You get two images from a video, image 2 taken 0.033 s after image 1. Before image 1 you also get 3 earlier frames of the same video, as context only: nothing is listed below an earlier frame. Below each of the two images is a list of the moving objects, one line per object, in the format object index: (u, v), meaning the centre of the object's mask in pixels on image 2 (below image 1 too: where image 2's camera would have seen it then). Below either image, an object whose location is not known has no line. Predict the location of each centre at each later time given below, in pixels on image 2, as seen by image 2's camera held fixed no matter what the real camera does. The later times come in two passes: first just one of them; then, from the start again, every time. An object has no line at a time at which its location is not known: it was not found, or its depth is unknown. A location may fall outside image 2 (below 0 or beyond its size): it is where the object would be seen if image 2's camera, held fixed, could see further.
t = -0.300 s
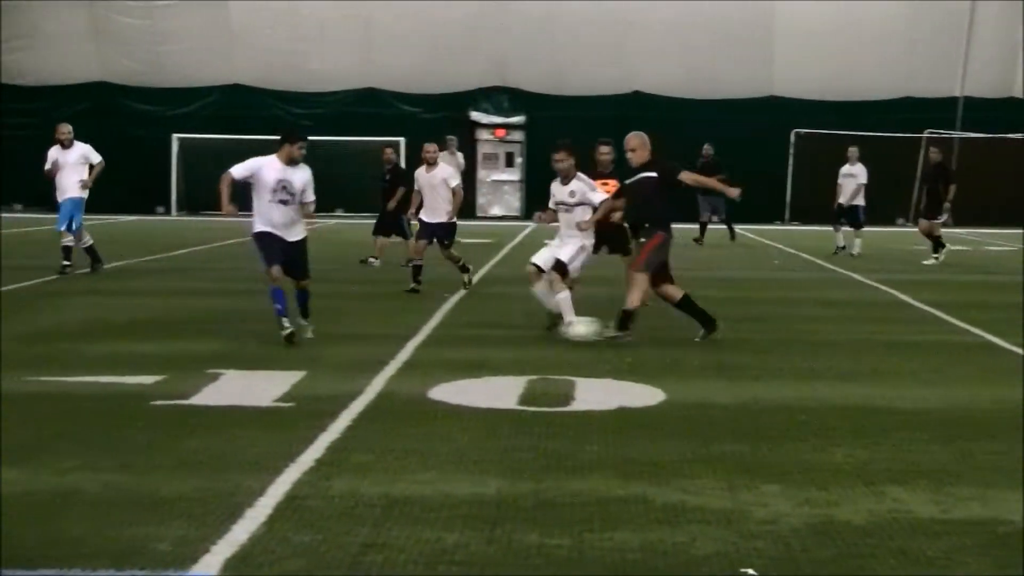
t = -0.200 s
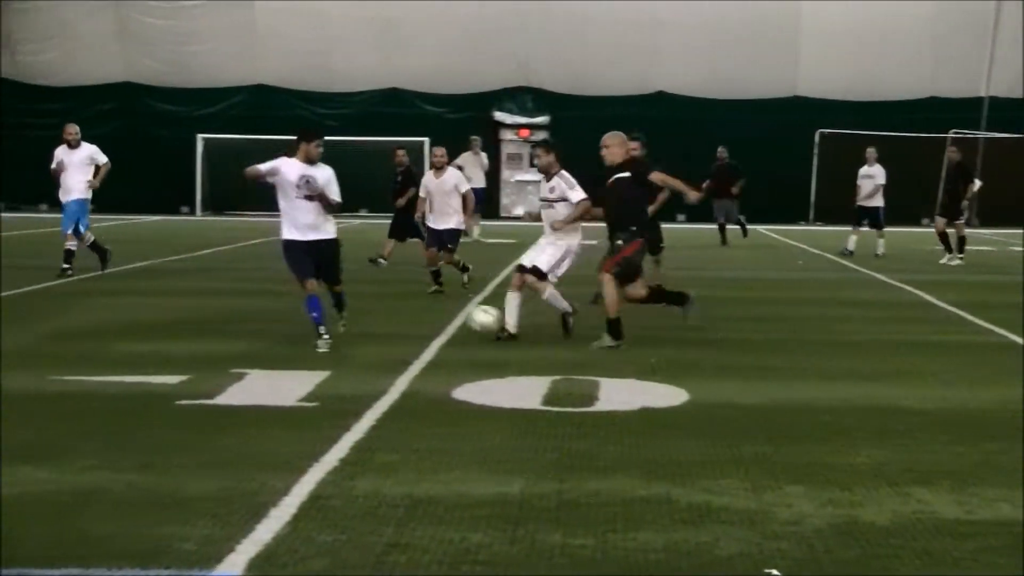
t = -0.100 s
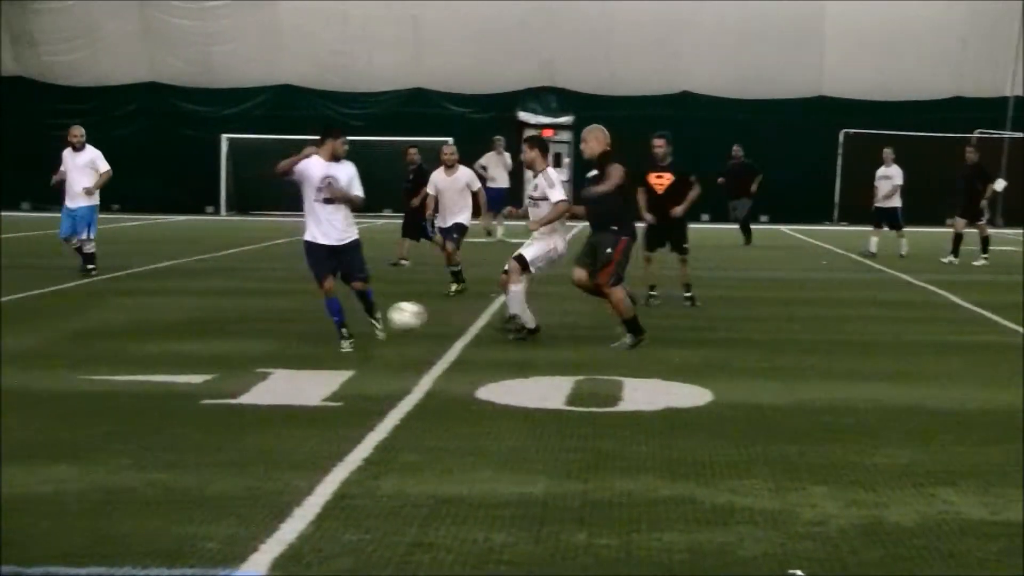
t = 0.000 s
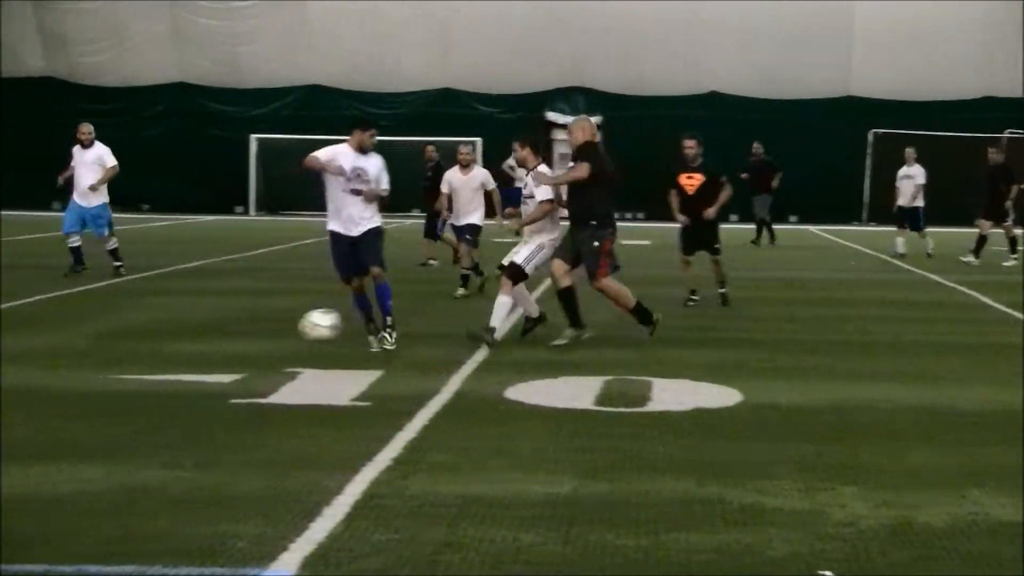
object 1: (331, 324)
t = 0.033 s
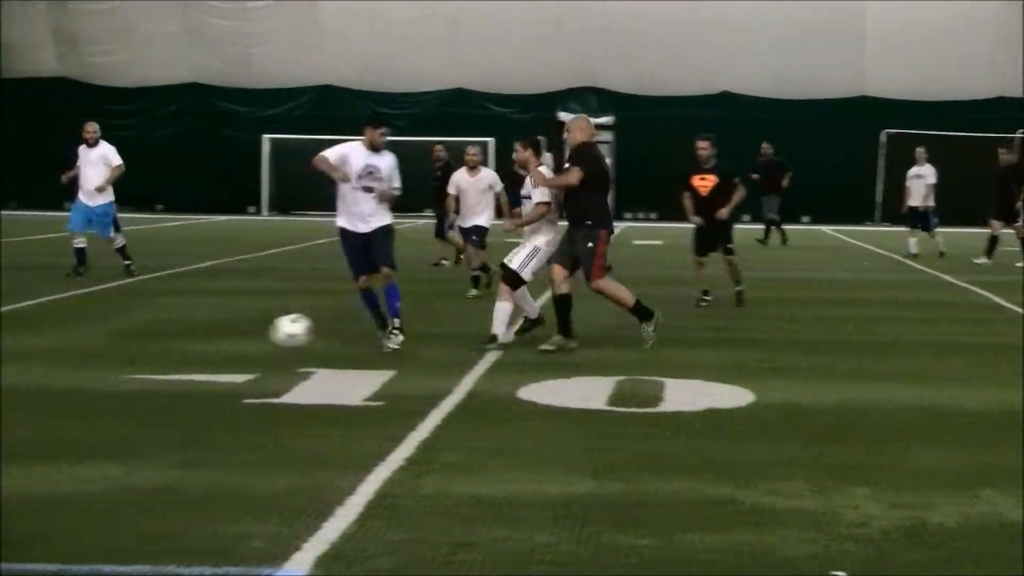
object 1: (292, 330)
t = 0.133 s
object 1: (155, 358)
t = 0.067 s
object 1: (249, 337)
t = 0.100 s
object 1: (203, 346)
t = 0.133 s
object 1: (155, 358)
